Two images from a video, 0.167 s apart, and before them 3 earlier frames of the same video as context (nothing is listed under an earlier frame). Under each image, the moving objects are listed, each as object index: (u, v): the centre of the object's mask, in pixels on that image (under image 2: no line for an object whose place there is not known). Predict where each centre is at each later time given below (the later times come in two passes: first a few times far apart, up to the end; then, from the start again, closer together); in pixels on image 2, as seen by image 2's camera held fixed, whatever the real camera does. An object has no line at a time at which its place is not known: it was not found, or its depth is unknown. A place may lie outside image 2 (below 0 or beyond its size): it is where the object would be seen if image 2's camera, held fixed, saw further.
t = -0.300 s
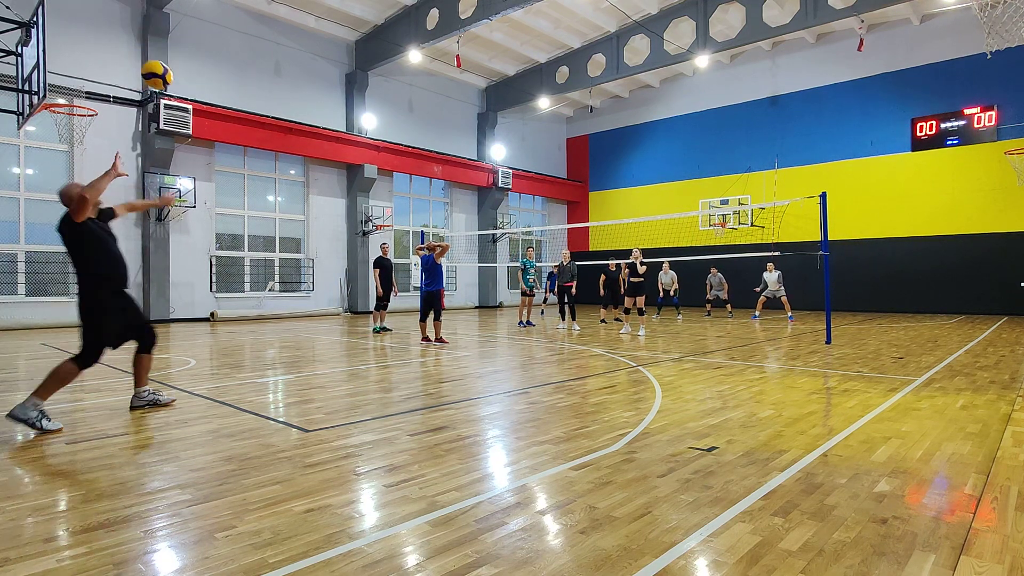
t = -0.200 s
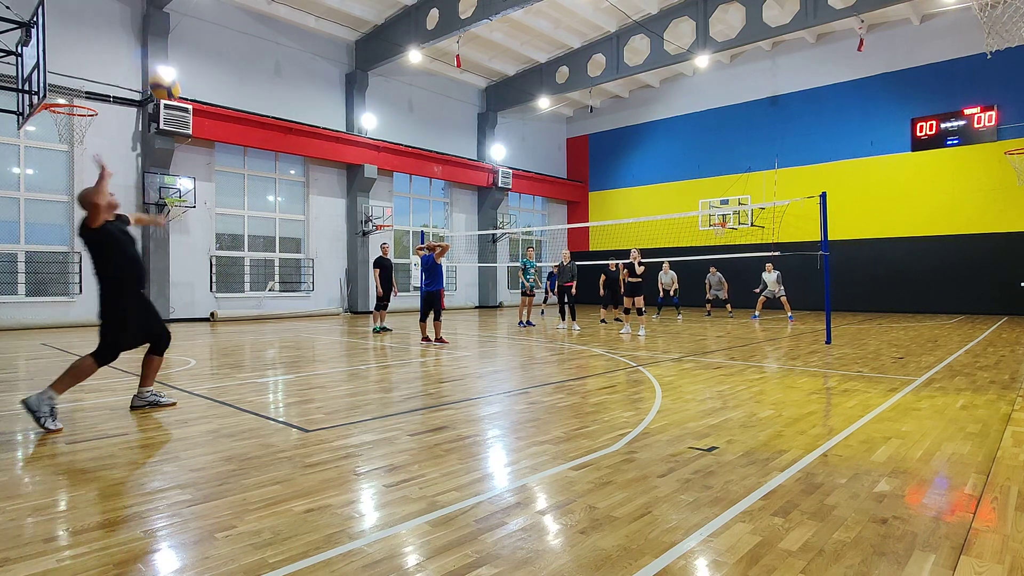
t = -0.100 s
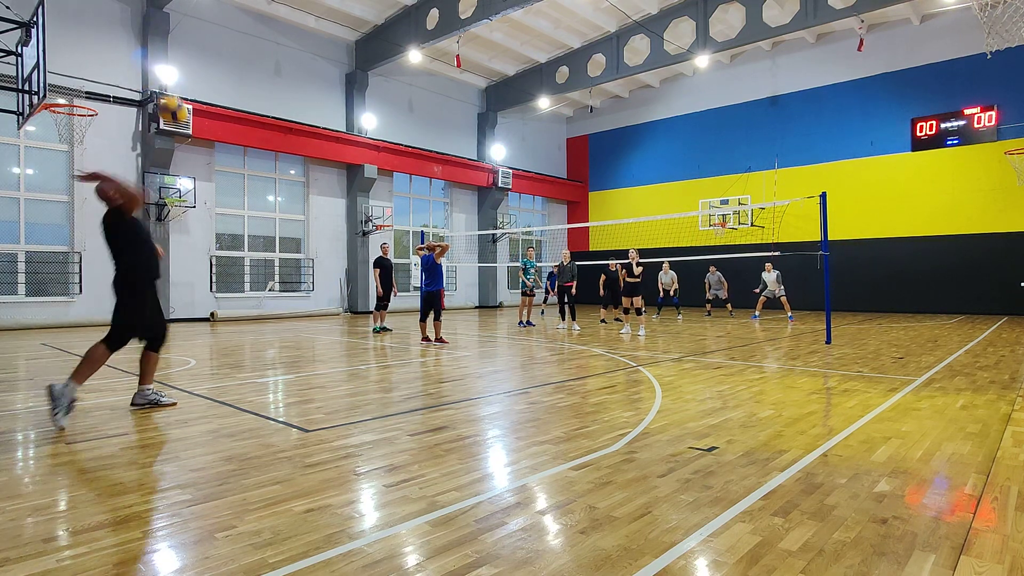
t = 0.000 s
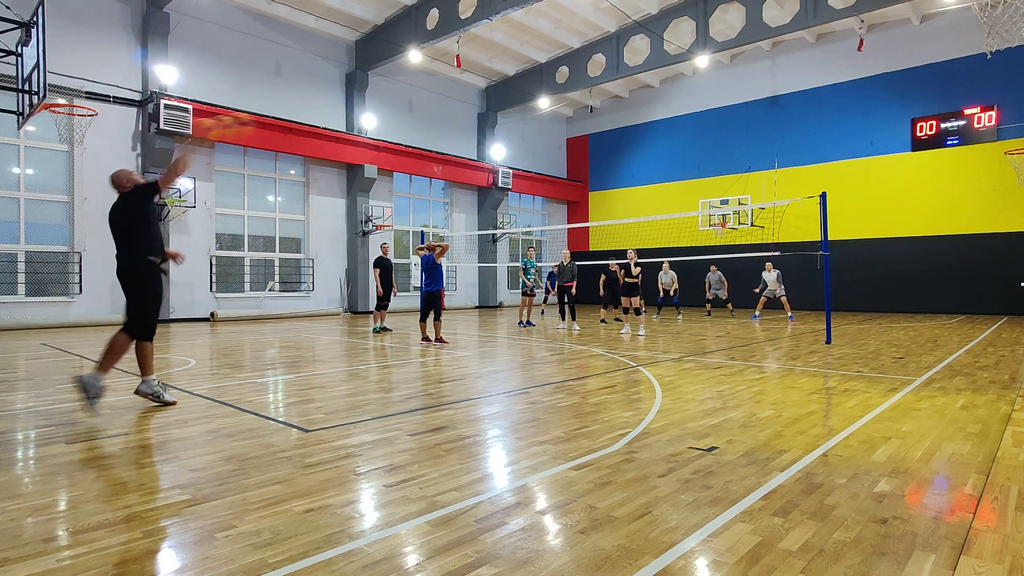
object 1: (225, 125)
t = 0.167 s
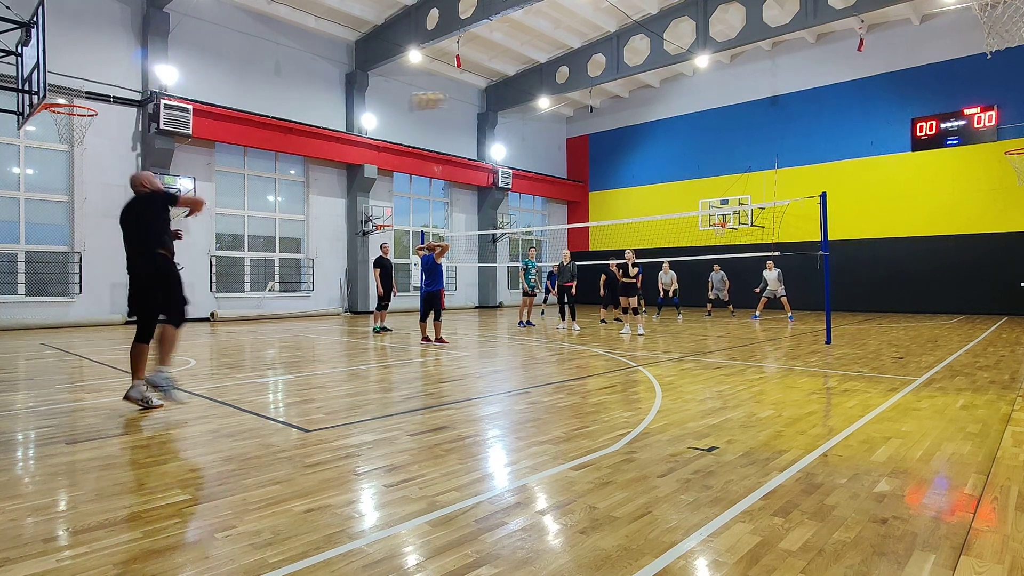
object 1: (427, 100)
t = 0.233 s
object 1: (483, 98)
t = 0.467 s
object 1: (607, 112)
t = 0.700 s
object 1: (682, 146)
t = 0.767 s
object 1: (697, 157)
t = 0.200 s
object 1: (459, 99)
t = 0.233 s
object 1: (483, 98)
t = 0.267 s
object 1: (505, 98)
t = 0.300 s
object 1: (526, 99)
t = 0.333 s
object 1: (544, 100)
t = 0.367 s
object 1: (561, 102)
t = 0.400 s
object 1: (579, 105)
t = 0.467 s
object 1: (607, 112)
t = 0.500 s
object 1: (620, 117)
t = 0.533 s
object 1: (631, 120)
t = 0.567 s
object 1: (643, 125)
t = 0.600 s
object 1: (654, 130)
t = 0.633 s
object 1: (663, 135)
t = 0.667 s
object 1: (672, 140)
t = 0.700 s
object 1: (682, 146)
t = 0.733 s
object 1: (690, 151)
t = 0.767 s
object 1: (697, 157)
